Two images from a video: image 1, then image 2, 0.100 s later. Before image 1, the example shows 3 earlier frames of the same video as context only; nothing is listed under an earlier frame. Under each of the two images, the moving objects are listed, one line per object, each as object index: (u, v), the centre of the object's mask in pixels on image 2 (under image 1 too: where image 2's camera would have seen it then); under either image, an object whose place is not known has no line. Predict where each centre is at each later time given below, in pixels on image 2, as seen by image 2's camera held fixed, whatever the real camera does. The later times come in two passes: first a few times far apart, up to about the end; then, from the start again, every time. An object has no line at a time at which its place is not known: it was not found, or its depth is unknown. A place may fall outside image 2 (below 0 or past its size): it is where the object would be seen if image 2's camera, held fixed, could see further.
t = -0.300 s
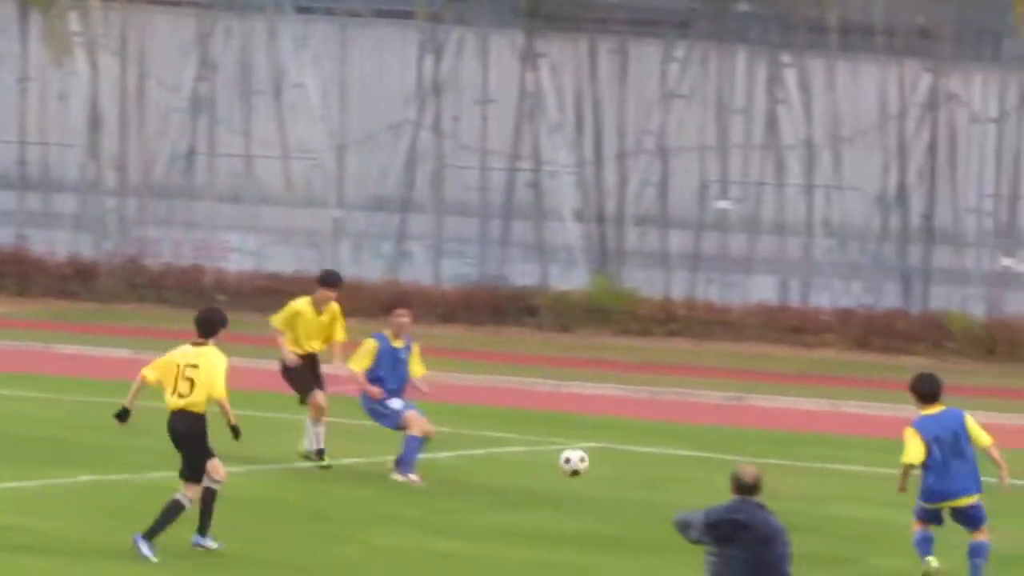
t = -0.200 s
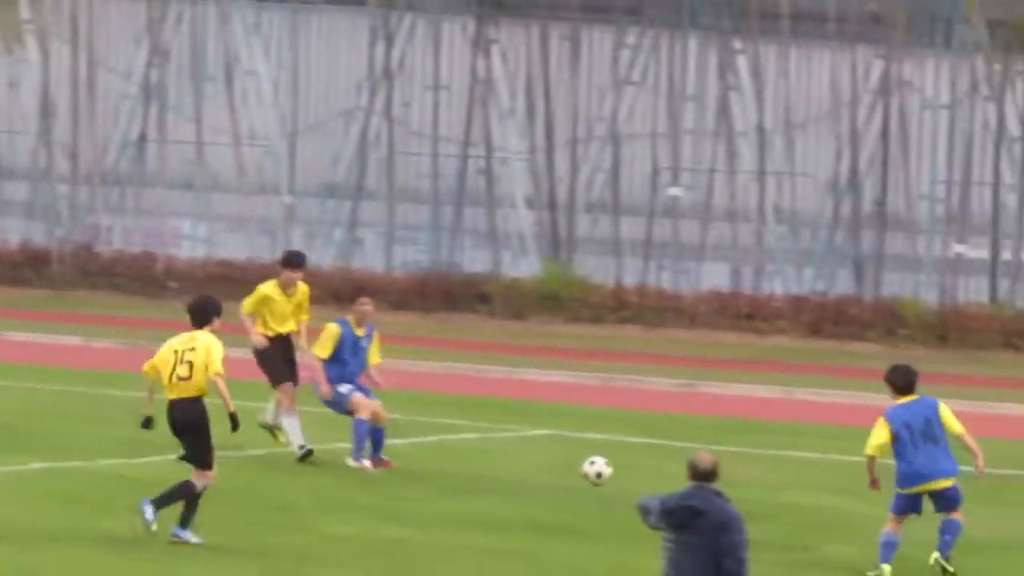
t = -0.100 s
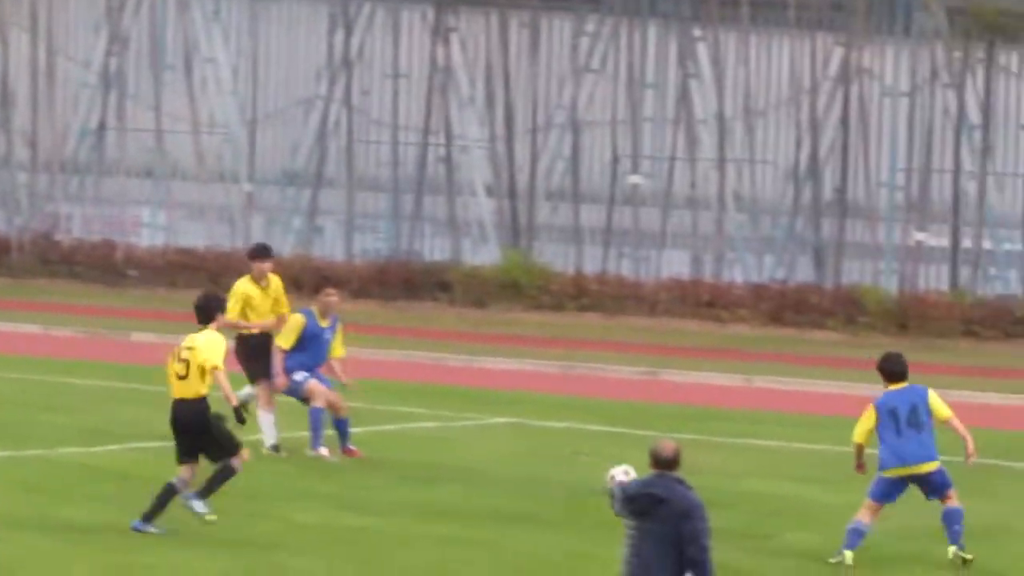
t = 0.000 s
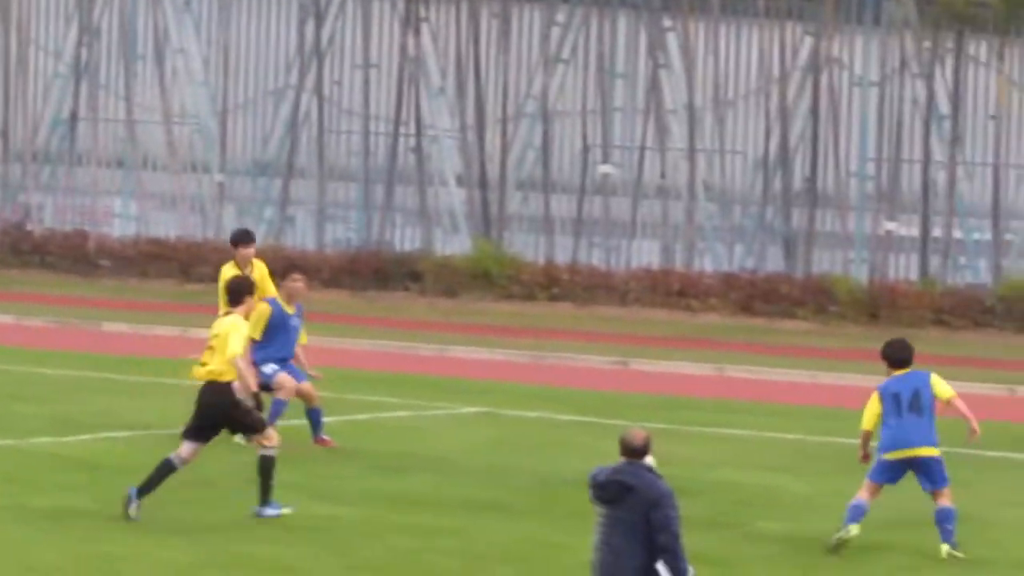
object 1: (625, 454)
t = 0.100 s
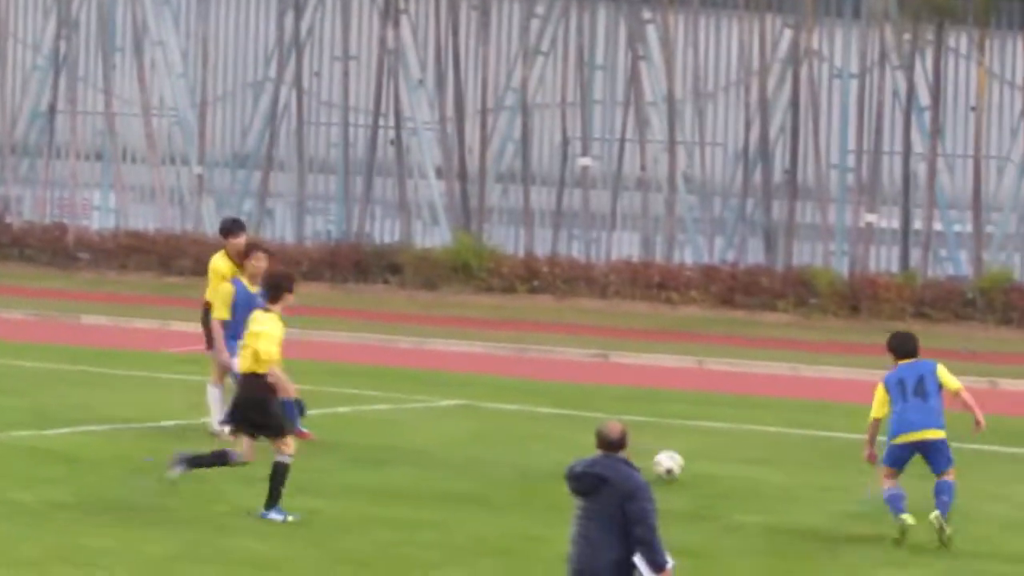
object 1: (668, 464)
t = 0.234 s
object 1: (728, 474)
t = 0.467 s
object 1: (827, 489)
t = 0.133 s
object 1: (685, 472)
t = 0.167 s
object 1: (700, 475)
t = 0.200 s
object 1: (714, 474)
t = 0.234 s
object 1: (728, 474)
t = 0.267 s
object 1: (744, 476)
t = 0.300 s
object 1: (758, 479)
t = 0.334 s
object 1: (772, 483)
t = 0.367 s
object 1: (785, 485)
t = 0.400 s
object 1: (799, 486)
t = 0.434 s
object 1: (813, 487)
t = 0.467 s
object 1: (827, 489)
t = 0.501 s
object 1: (841, 492)
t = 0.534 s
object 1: (855, 493)
